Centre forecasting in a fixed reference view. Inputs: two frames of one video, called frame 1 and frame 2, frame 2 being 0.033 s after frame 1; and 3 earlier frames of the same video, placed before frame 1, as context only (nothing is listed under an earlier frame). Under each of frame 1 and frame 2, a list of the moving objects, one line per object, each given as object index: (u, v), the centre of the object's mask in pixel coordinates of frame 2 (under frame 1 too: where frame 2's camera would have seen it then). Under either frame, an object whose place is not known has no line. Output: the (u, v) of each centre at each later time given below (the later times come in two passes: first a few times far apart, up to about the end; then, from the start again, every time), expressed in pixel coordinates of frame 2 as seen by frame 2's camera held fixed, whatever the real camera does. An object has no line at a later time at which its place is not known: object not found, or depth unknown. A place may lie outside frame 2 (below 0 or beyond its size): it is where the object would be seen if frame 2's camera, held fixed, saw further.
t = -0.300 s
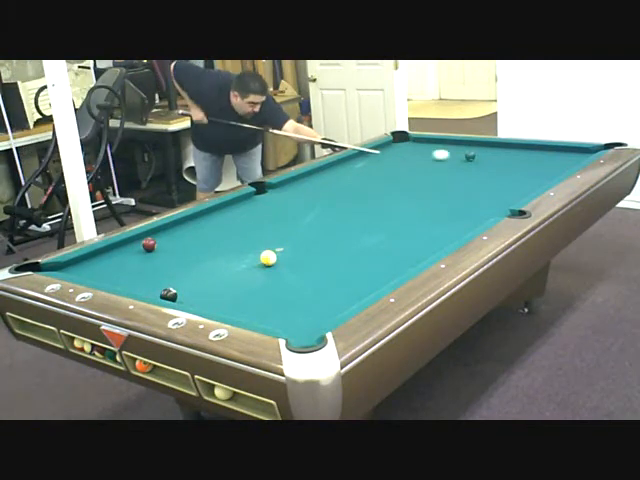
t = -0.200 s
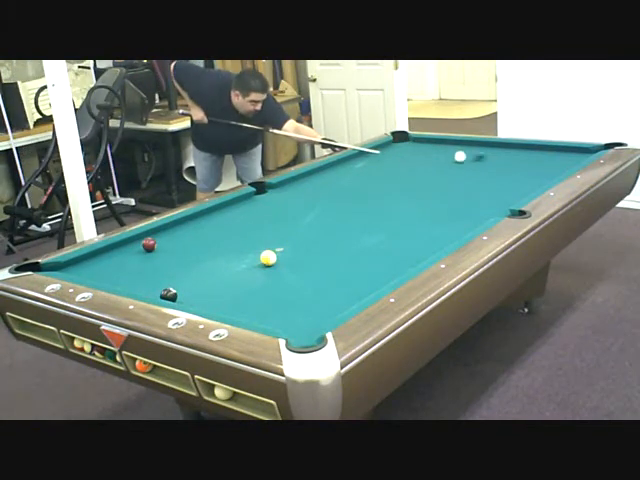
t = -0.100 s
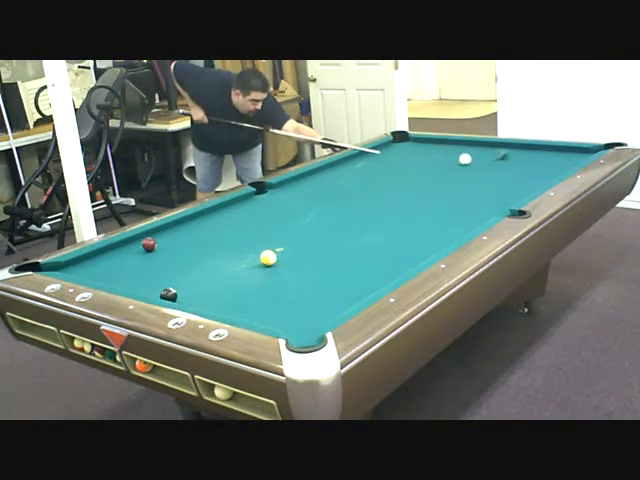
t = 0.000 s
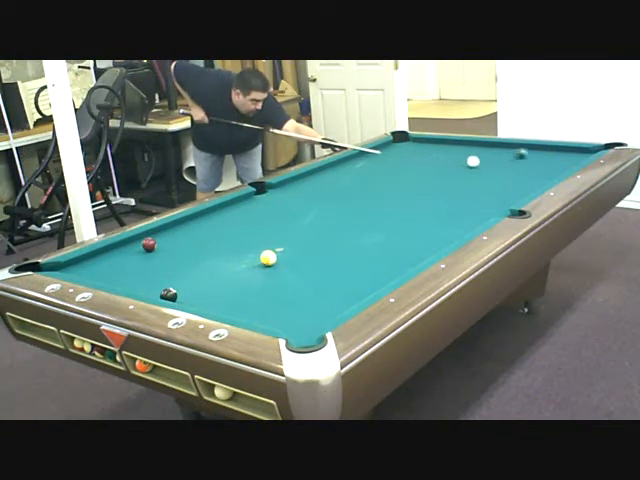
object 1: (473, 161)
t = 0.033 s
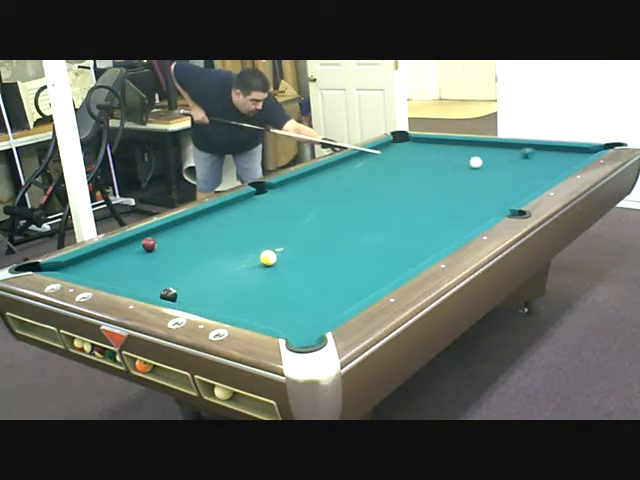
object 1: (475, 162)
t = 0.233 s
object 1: (492, 167)
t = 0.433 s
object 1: (509, 172)
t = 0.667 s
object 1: (531, 179)
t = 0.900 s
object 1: (536, 183)
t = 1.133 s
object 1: (515, 184)
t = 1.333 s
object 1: (497, 185)
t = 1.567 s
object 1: (478, 186)
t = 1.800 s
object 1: (459, 187)
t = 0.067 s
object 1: (478, 163)
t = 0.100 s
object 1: (481, 164)
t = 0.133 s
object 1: (484, 164)
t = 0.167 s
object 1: (487, 165)
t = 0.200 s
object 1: (489, 166)
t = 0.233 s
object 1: (492, 167)
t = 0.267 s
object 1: (495, 168)
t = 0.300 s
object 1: (498, 169)
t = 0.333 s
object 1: (501, 170)
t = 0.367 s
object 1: (504, 171)
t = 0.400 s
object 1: (507, 171)
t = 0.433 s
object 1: (509, 172)
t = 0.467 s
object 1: (513, 173)
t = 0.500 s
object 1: (516, 174)
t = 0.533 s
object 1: (519, 175)
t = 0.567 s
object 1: (522, 176)
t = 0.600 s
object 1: (525, 177)
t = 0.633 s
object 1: (528, 178)
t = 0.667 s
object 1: (531, 179)
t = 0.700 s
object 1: (534, 180)
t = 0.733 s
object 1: (537, 180)
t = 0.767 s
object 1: (540, 181)
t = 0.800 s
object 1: (543, 181)
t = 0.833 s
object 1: (542, 182)
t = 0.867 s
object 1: (539, 182)
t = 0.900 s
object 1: (536, 183)
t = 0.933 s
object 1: (533, 183)
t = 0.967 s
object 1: (530, 183)
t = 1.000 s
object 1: (527, 183)
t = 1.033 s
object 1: (524, 184)
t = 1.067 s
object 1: (520, 184)
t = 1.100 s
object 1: (518, 184)
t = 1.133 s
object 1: (515, 184)
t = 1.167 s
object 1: (512, 184)
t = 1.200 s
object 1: (509, 184)
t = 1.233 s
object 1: (506, 185)
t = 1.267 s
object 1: (503, 185)
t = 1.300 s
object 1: (500, 185)
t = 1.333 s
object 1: (497, 185)
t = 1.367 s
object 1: (494, 185)
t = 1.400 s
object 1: (491, 185)
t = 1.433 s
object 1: (489, 185)
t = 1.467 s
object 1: (486, 186)
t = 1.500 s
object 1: (483, 186)
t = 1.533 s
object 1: (480, 186)
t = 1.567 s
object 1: (478, 186)
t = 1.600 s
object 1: (475, 186)
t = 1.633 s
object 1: (472, 186)
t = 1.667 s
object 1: (470, 187)
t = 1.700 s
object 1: (467, 187)
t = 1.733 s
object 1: (464, 187)
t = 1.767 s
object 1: (462, 187)
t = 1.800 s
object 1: (459, 187)
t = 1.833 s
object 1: (457, 187)
